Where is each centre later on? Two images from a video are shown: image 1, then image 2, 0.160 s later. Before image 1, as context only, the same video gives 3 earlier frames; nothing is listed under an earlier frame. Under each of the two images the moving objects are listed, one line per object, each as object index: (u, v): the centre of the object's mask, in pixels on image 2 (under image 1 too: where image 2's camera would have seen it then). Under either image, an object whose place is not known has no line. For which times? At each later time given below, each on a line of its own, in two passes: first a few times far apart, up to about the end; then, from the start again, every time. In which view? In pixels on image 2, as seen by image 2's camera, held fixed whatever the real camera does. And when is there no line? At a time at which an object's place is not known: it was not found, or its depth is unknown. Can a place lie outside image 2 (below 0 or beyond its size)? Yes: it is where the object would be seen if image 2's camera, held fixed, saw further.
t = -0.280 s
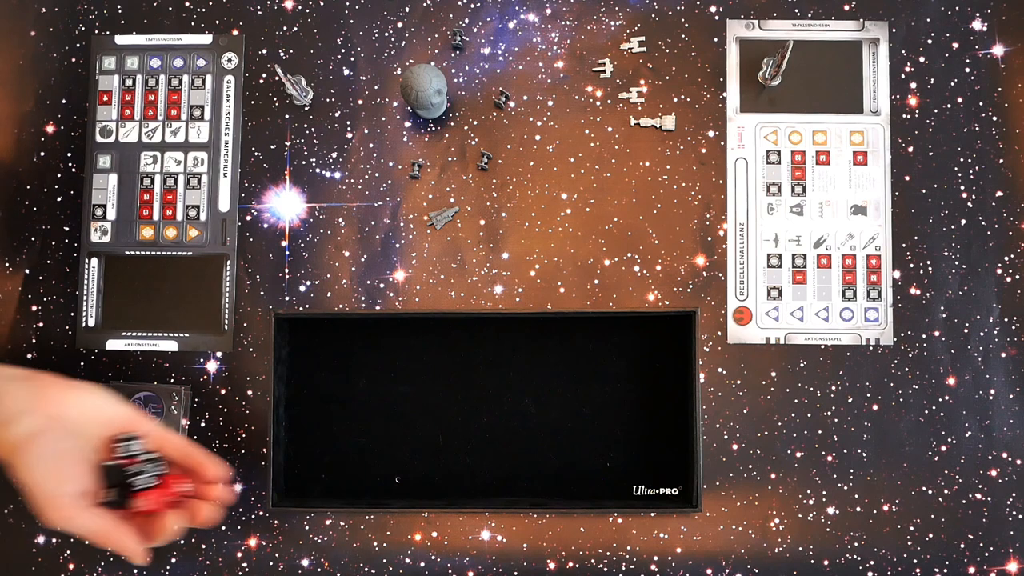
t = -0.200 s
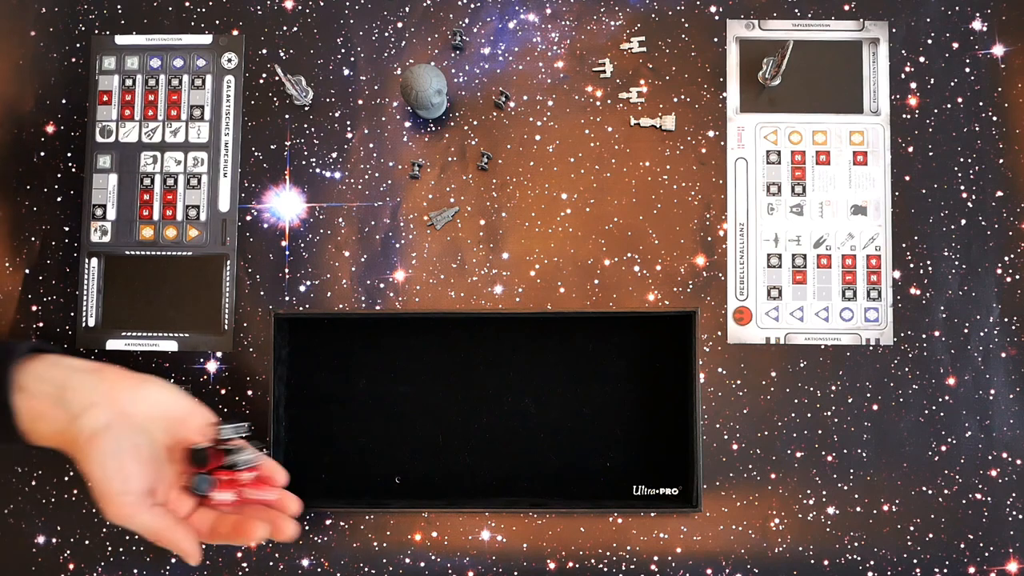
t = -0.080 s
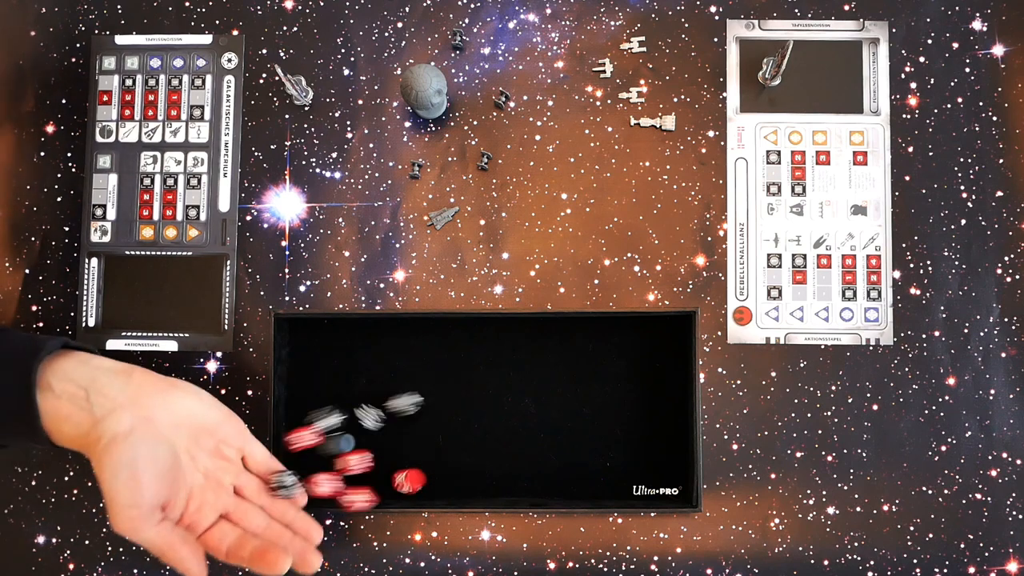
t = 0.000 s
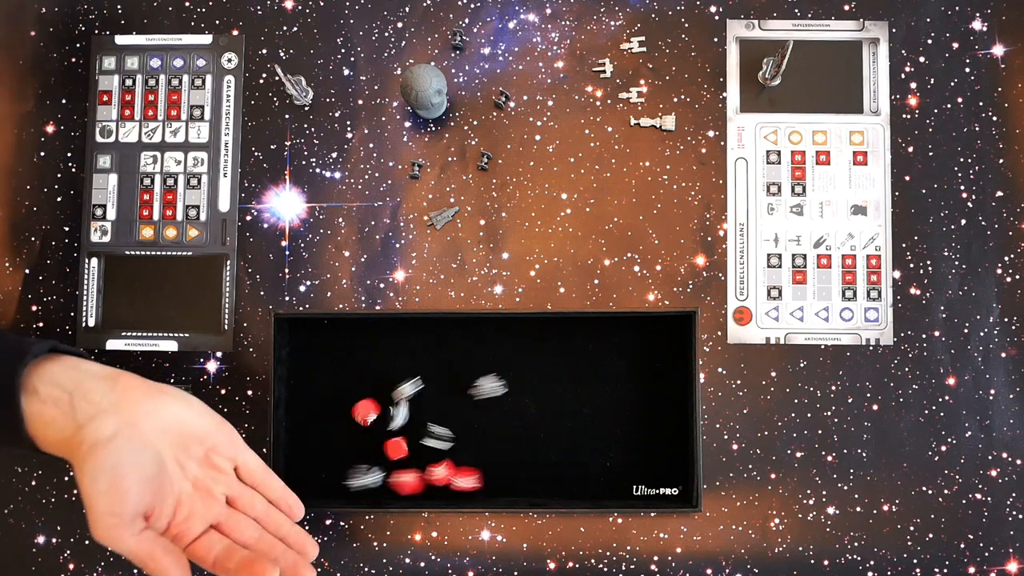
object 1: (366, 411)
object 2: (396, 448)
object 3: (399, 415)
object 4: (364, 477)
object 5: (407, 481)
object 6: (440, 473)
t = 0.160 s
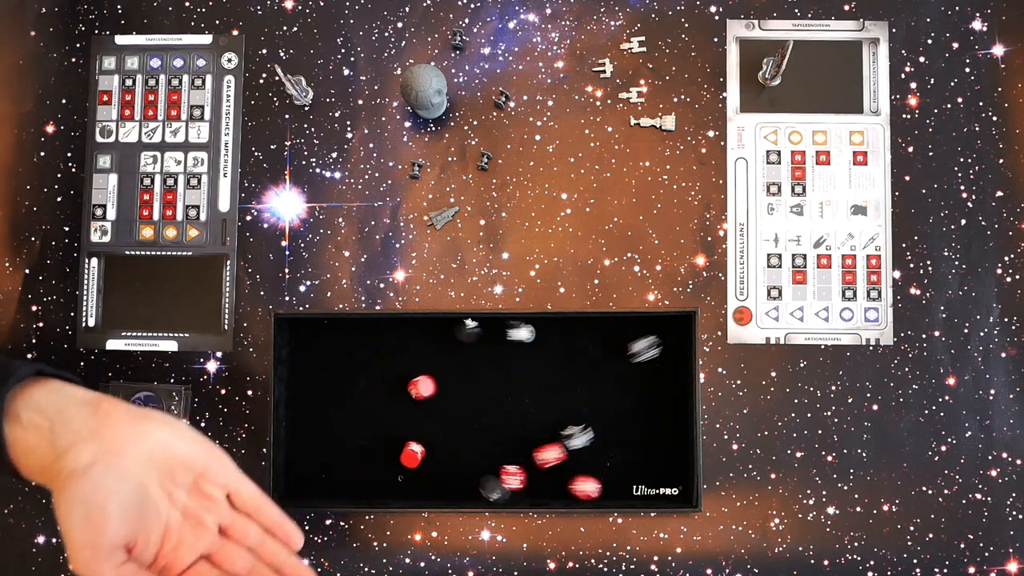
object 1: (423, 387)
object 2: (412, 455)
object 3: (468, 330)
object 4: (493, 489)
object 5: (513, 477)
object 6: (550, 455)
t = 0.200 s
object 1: (432, 386)
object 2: (414, 456)
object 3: (488, 340)
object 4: (505, 484)
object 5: (531, 477)
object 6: (579, 448)
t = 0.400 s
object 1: (449, 378)
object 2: (428, 455)
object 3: (552, 349)
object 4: (531, 446)
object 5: (592, 467)
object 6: (642, 433)
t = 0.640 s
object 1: (448, 378)
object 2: (426, 450)
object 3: (576, 331)
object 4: (535, 445)
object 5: (602, 451)
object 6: (642, 433)
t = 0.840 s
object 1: (448, 378)
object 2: (426, 450)
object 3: (575, 337)
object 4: (535, 445)
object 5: (601, 452)
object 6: (642, 433)
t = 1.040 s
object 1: (448, 378)
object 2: (426, 450)
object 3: (571, 337)
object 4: (535, 445)
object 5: (601, 452)
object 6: (642, 433)
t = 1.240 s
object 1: (448, 378)
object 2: (425, 450)
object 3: (571, 337)
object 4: (535, 445)
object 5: (601, 452)
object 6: (642, 433)
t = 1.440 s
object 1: (448, 378)
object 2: (426, 450)
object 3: (571, 337)
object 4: (535, 445)
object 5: (601, 452)
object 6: (642, 433)
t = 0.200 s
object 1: (432, 386)
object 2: (414, 456)
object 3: (488, 340)
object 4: (505, 484)
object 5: (531, 477)
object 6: (579, 448)
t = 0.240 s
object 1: (443, 383)
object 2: (418, 457)
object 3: (509, 345)
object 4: (514, 475)
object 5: (550, 477)
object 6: (601, 443)
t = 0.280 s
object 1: (449, 382)
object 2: (421, 458)
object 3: (519, 347)
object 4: (522, 467)
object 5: (565, 477)
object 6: (619, 439)
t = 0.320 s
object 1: (450, 380)
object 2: (424, 458)
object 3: (534, 353)
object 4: (526, 460)
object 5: (577, 475)
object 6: (632, 436)
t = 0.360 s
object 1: (450, 379)
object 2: (426, 457)
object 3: (544, 351)
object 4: (530, 451)
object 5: (586, 473)
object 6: (640, 434)
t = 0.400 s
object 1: (449, 378)
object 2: (428, 455)
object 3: (552, 349)
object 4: (531, 446)
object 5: (592, 467)
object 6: (642, 433)
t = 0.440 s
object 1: (448, 378)
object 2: (428, 453)
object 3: (558, 345)
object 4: (534, 446)
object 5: (595, 463)
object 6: (642, 433)
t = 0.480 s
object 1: (448, 378)
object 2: (428, 451)
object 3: (565, 340)
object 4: (535, 445)
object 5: (597, 457)
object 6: (642, 433)
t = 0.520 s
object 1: (448, 378)
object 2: (426, 450)
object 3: (569, 333)
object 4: (535, 445)
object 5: (597, 453)
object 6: (642, 433)
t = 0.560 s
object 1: (448, 378)
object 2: (425, 450)
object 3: (569, 329)
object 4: (535, 445)
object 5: (599, 450)
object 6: (642, 433)
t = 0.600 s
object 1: (448, 378)
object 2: (426, 450)
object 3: (571, 331)
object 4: (535, 445)
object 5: (601, 450)
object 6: (642, 433)
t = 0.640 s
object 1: (448, 378)
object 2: (426, 450)
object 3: (576, 331)
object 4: (535, 445)
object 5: (602, 451)
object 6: (642, 433)
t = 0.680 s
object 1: (448, 378)
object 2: (426, 450)
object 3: (578, 332)
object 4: (535, 445)
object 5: (601, 452)
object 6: (642, 433)
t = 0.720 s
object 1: (448, 378)
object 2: (426, 450)
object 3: (578, 333)
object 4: (535, 445)
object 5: (601, 452)
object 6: (642, 433)
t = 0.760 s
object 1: (448, 378)
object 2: (426, 450)
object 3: (579, 335)
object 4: (535, 445)
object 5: (601, 452)
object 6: (642, 433)
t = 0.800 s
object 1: (448, 378)
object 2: (425, 450)
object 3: (577, 336)
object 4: (535, 445)
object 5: (601, 452)
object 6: (642, 433)
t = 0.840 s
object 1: (448, 378)
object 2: (426, 450)
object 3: (575, 337)
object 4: (535, 445)
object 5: (601, 452)
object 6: (642, 433)
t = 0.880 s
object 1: (448, 378)
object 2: (426, 450)
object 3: (573, 338)
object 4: (535, 445)
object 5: (601, 452)
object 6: (642, 433)
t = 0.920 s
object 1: (448, 378)
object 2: (426, 450)
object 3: (572, 337)
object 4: (535, 445)
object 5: (601, 452)
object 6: (642, 433)
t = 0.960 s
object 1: (448, 378)
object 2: (425, 450)
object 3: (571, 337)
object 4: (535, 445)
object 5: (601, 452)
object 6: (642, 433)
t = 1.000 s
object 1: (448, 378)
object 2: (425, 450)
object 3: (571, 337)
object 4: (535, 445)
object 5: (601, 452)
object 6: (642, 433)
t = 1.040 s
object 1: (448, 378)
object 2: (426, 450)
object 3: (571, 337)
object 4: (535, 445)
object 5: (601, 452)
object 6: (642, 433)
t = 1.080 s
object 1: (448, 378)
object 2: (426, 450)
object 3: (571, 337)
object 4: (535, 445)
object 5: (601, 452)
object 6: (642, 433)
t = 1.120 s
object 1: (448, 378)
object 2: (426, 450)
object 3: (571, 337)
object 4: (535, 445)
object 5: (601, 452)
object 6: (642, 433)
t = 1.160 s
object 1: (448, 378)
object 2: (425, 450)
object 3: (571, 337)
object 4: (535, 445)
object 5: (601, 452)
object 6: (642, 433)
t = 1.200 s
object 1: (448, 378)
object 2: (426, 450)
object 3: (571, 337)
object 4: (535, 445)
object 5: (601, 452)
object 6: (642, 433)
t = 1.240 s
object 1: (448, 378)
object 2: (425, 450)
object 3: (571, 337)
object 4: (535, 445)
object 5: (601, 452)
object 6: (642, 433)
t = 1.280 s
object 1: (448, 378)
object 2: (426, 450)
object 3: (571, 337)
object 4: (535, 445)
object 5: (601, 452)
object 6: (642, 433)
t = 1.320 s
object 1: (448, 378)
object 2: (426, 450)
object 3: (571, 337)
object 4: (535, 445)
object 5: (601, 452)
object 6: (642, 433)
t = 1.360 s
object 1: (448, 378)
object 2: (425, 450)
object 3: (571, 337)
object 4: (535, 445)
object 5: (601, 452)
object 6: (642, 433)
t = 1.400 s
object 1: (448, 378)
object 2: (425, 450)
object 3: (571, 337)
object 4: (535, 445)
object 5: (601, 452)
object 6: (642, 433)
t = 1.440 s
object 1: (448, 378)
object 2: (426, 450)
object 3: (571, 337)
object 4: (535, 445)
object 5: (601, 452)
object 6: (642, 433)
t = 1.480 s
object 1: (448, 378)
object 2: (426, 450)
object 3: (571, 337)
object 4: (535, 445)
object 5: (601, 452)
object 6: (642, 433)
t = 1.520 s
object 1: (448, 378)
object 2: (425, 450)
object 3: (571, 337)
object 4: (535, 445)
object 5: (601, 452)
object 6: (642, 433)
